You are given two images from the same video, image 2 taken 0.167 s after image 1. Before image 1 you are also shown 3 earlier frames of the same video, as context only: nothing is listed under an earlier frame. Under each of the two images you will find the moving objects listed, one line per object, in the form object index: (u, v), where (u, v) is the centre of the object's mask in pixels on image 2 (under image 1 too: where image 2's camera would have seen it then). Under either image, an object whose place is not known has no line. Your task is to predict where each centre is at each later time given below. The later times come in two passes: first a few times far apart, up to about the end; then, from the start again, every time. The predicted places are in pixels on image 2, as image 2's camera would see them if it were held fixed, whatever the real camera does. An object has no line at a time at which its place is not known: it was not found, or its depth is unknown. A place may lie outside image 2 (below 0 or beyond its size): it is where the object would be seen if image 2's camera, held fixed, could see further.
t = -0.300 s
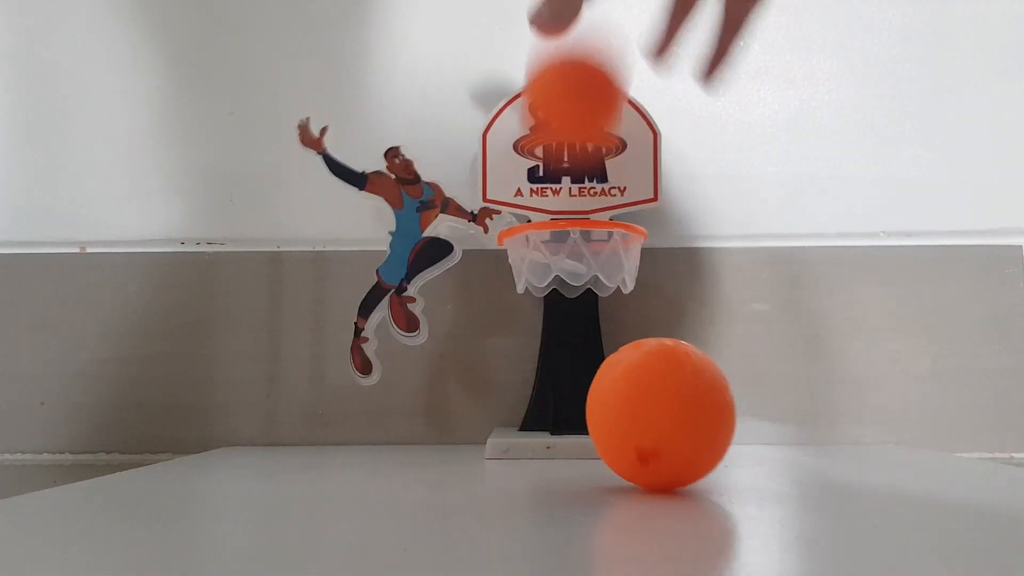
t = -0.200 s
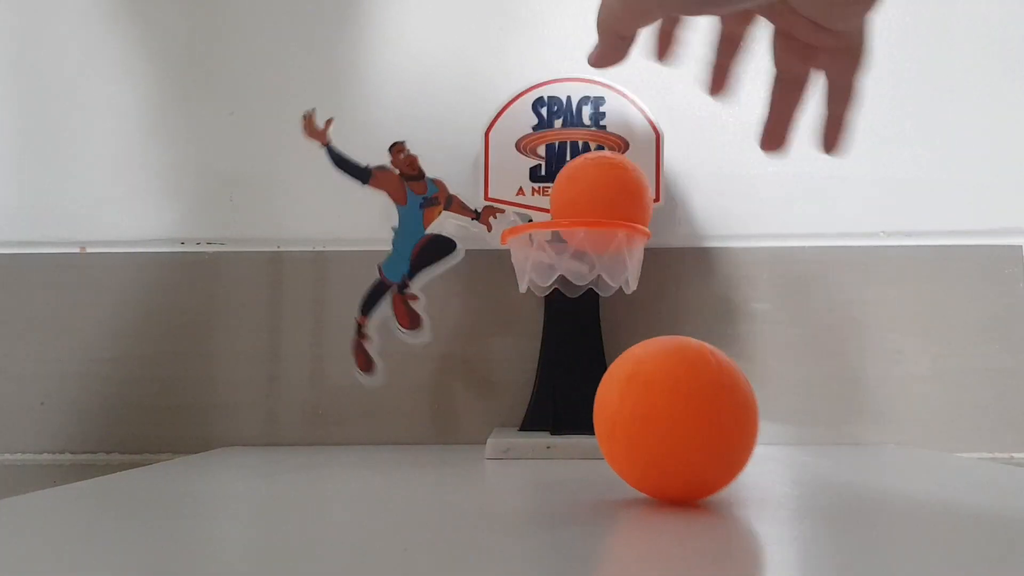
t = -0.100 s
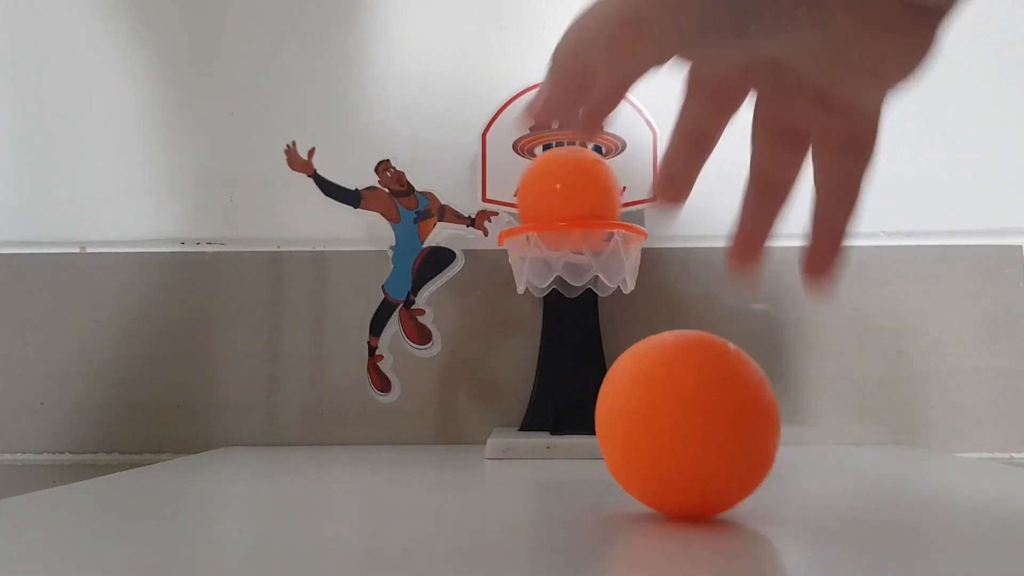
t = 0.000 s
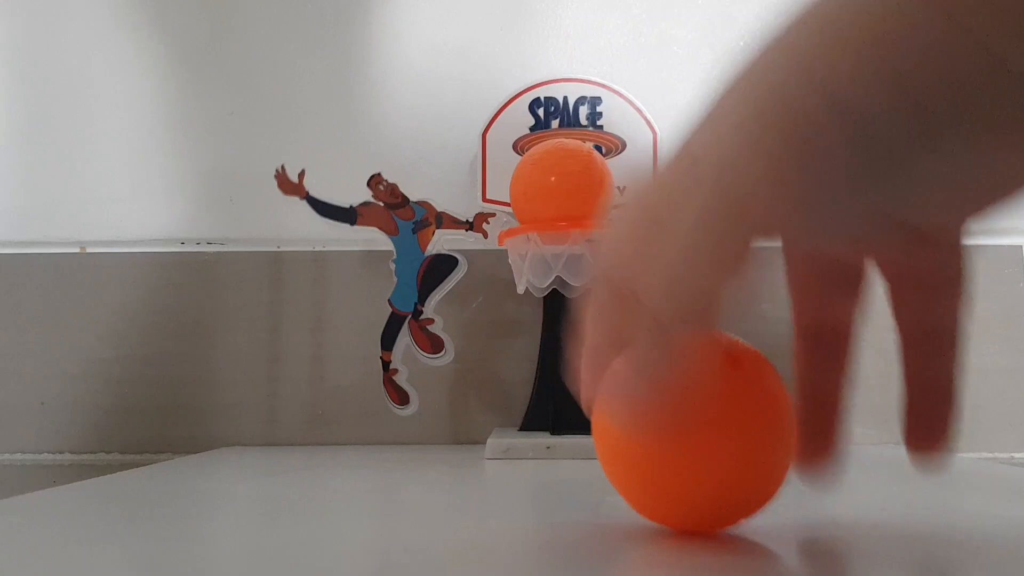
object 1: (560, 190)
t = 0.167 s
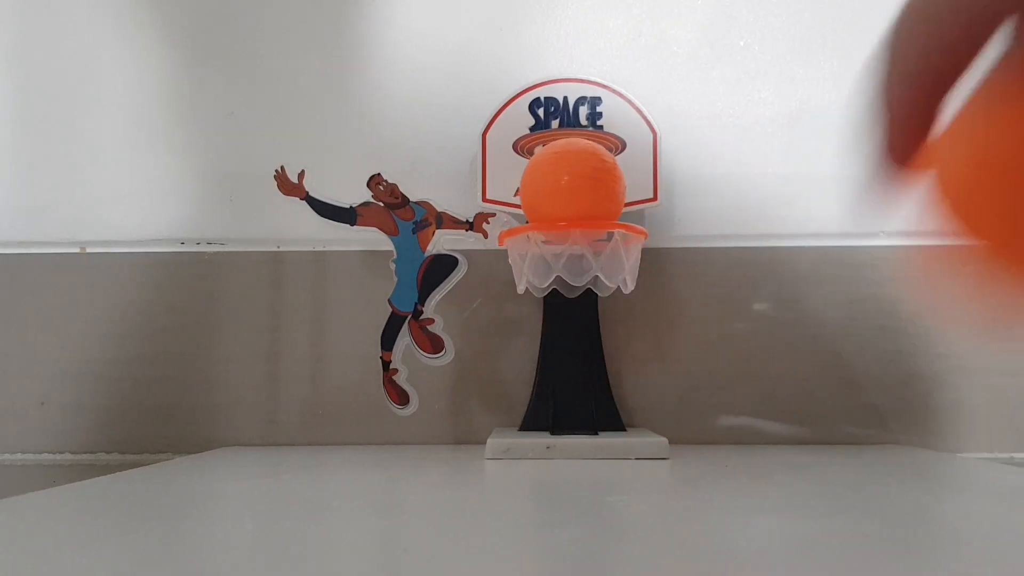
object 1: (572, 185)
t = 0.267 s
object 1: (587, 186)
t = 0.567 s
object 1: (584, 207)
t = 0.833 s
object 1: (562, 384)
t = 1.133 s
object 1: (540, 411)
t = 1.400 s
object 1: (531, 421)
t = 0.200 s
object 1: (576, 186)
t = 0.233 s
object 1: (582, 185)
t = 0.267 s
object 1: (587, 186)
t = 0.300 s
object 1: (591, 186)
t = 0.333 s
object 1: (595, 187)
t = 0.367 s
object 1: (597, 188)
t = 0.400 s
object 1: (598, 190)
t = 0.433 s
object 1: (596, 193)
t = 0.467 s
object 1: (593, 196)
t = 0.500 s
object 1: (589, 200)
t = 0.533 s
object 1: (586, 203)
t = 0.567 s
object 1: (584, 207)
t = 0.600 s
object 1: (585, 212)
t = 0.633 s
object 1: (583, 295)
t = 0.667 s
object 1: (578, 302)
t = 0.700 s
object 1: (579, 318)
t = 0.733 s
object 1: (582, 358)
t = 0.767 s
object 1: (576, 380)
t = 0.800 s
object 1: (566, 381)
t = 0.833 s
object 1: (562, 384)
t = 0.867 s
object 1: (559, 393)
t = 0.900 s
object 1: (557, 398)
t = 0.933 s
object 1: (554, 402)
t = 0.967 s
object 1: (551, 402)
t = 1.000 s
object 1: (549, 404)
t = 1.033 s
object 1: (547, 407)
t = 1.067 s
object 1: (544, 409)
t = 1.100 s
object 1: (542, 410)
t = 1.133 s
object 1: (540, 411)
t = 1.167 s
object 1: (538, 412)
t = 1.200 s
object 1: (536, 413)
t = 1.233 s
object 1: (534, 414)
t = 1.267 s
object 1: (533, 415)
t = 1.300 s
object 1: (532, 417)
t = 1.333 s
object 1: (532, 419)
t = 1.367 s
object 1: (532, 419)
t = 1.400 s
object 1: (531, 421)
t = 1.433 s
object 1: (530, 423)
